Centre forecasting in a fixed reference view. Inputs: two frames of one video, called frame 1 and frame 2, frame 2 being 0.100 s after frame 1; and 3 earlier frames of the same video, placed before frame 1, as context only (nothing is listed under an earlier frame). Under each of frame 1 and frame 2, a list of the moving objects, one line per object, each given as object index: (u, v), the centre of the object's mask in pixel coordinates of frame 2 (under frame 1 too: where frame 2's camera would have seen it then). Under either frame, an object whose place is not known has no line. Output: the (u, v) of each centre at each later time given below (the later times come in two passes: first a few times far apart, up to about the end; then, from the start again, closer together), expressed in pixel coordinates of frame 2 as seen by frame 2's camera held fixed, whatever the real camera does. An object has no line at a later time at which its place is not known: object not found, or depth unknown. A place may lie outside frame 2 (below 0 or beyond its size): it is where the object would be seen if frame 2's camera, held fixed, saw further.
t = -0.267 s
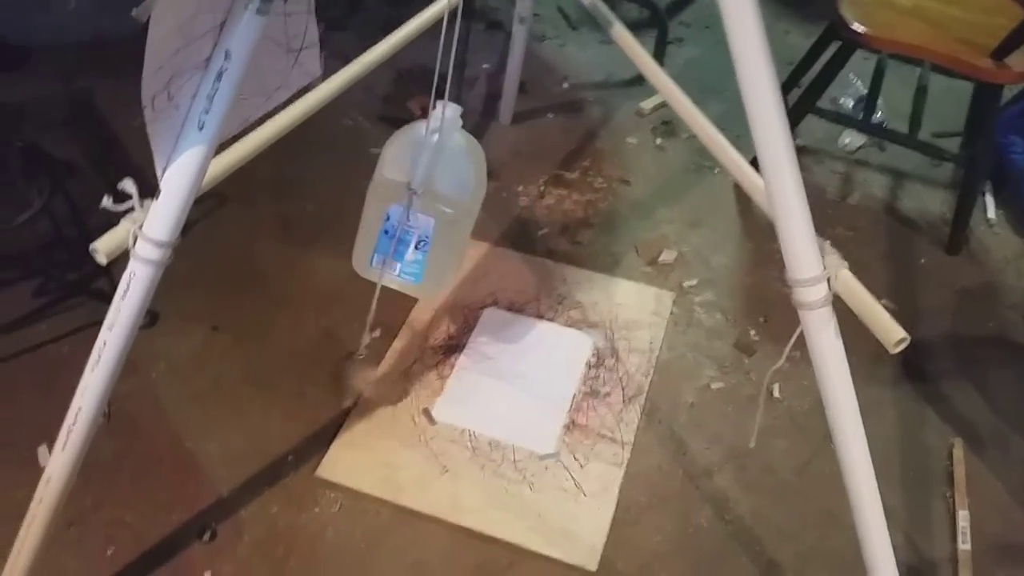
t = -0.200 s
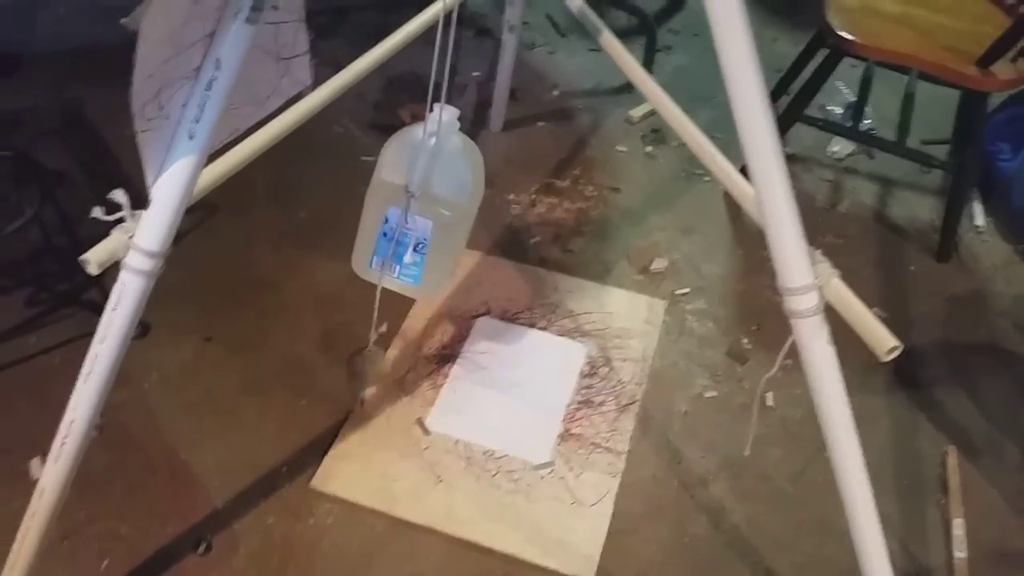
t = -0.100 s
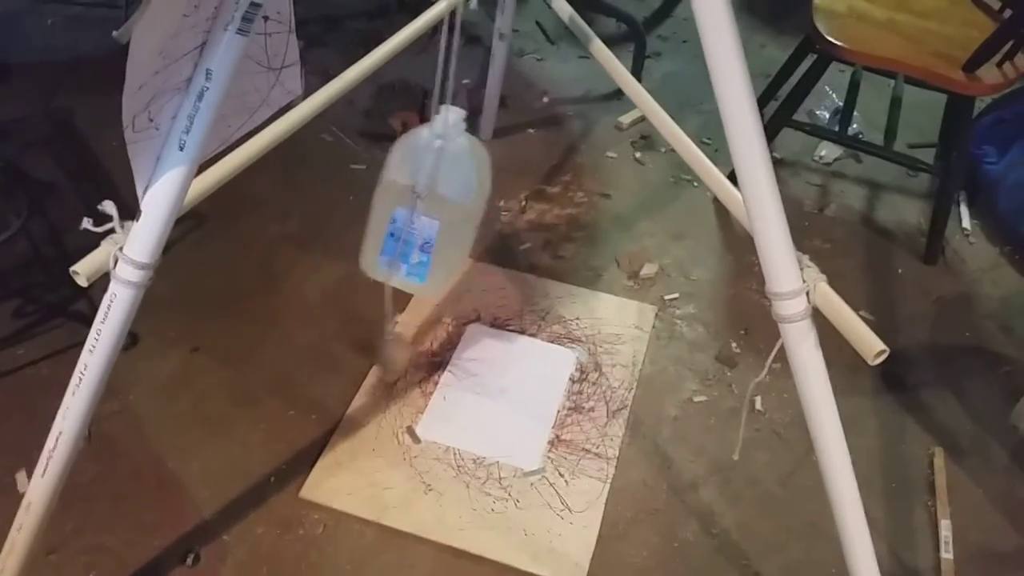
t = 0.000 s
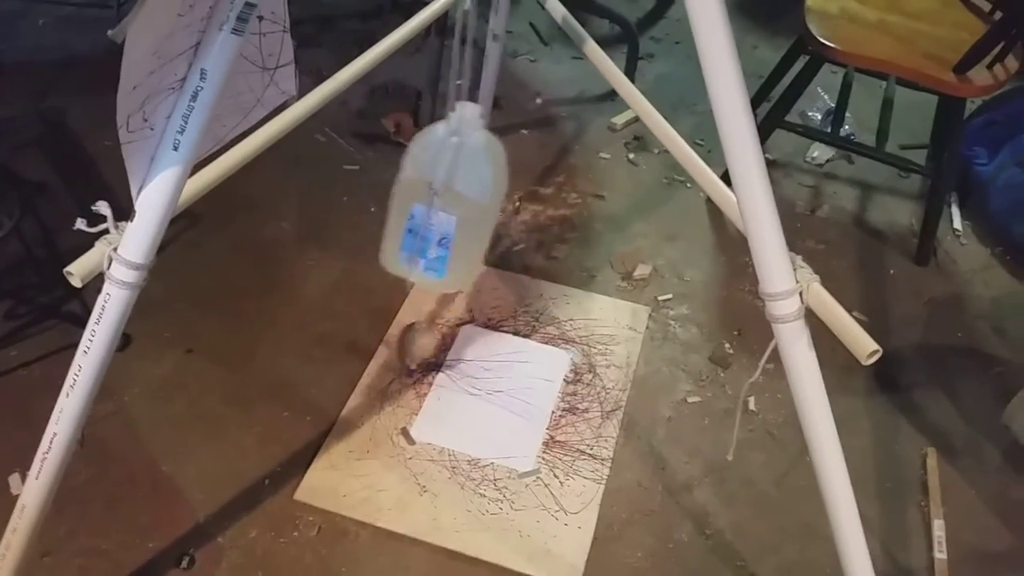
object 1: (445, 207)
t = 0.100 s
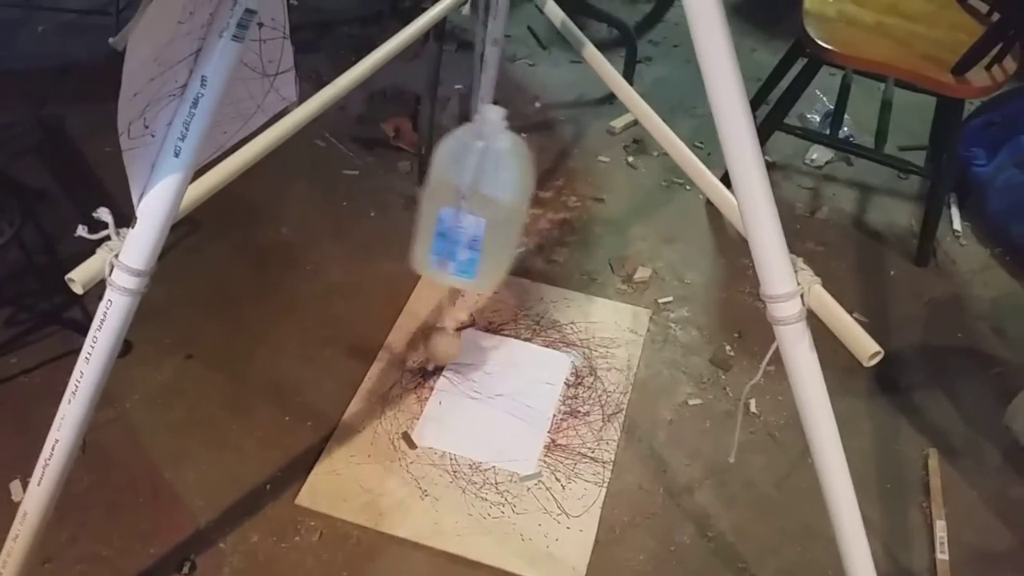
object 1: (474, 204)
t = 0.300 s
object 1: (530, 208)
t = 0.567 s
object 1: (570, 235)
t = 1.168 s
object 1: (450, 272)
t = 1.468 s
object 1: (401, 239)
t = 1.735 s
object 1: (425, 210)
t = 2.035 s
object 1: (502, 204)
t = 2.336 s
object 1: (562, 229)
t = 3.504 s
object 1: (415, 216)
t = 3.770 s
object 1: (475, 203)
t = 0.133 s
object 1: (483, 204)
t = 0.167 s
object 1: (494, 204)
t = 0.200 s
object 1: (504, 204)
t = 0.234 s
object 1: (512, 206)
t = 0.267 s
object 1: (521, 207)
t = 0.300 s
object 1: (530, 208)
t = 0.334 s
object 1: (538, 210)
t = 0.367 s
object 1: (546, 213)
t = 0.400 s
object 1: (552, 215)
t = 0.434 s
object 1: (558, 220)
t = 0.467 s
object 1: (562, 224)
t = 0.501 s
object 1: (566, 227)
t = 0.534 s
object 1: (568, 231)
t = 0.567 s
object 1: (570, 235)
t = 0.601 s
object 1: (570, 239)
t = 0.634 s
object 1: (569, 243)
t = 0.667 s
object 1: (568, 247)
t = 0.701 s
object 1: (565, 251)
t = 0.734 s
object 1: (561, 256)
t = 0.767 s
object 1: (557, 259)
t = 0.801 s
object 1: (553, 263)
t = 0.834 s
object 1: (546, 267)
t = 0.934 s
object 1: (521, 276)
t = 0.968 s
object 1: (512, 277)
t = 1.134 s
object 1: (462, 275)
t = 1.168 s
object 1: (450, 272)
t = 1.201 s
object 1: (442, 270)
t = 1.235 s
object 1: (433, 267)
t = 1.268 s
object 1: (425, 264)
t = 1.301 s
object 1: (420, 261)
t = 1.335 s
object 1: (415, 257)
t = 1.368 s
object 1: (410, 252)
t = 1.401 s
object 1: (405, 248)
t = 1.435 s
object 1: (402, 244)
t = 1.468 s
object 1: (401, 239)
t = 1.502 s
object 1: (400, 235)
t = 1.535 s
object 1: (401, 231)
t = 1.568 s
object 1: (403, 227)
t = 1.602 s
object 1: (406, 223)
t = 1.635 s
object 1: (409, 219)
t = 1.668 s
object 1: (413, 216)
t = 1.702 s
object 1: (418, 213)
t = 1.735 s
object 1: (425, 210)
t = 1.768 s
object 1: (431, 208)
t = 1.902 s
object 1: (465, 203)
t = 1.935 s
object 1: (475, 203)
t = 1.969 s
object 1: (483, 202)
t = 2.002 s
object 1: (493, 203)
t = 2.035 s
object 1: (502, 204)
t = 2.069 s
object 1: (511, 205)
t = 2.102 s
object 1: (519, 206)
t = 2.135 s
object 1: (528, 209)
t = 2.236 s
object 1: (548, 217)
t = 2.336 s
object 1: (562, 229)
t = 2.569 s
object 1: (557, 258)
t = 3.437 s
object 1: (408, 223)
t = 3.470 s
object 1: (411, 220)
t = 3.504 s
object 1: (415, 216)
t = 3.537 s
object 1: (421, 213)
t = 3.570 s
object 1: (427, 211)
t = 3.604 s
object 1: (434, 209)
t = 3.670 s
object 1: (448, 206)
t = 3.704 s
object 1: (456, 205)
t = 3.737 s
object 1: (465, 203)
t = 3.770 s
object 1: (475, 203)
